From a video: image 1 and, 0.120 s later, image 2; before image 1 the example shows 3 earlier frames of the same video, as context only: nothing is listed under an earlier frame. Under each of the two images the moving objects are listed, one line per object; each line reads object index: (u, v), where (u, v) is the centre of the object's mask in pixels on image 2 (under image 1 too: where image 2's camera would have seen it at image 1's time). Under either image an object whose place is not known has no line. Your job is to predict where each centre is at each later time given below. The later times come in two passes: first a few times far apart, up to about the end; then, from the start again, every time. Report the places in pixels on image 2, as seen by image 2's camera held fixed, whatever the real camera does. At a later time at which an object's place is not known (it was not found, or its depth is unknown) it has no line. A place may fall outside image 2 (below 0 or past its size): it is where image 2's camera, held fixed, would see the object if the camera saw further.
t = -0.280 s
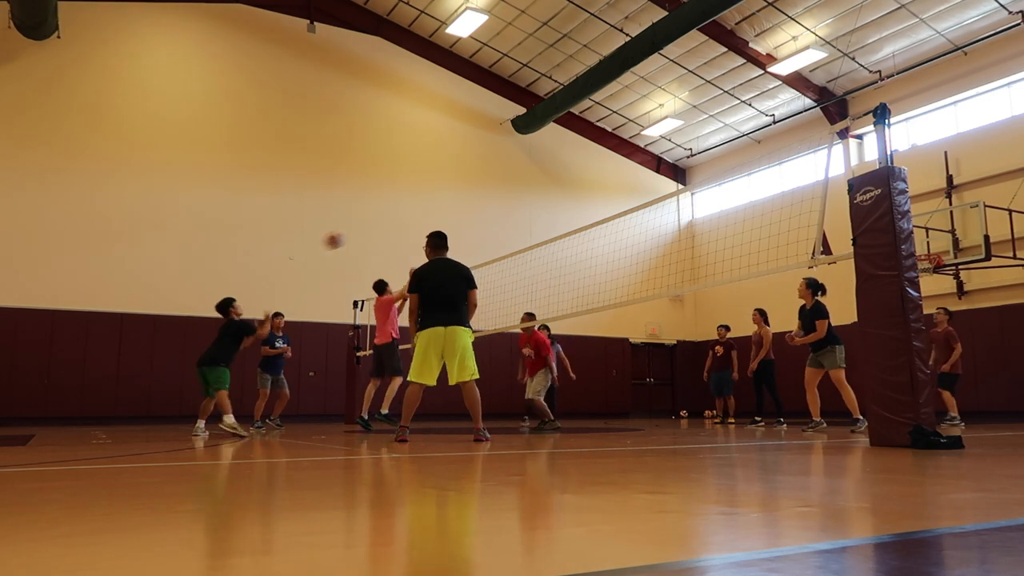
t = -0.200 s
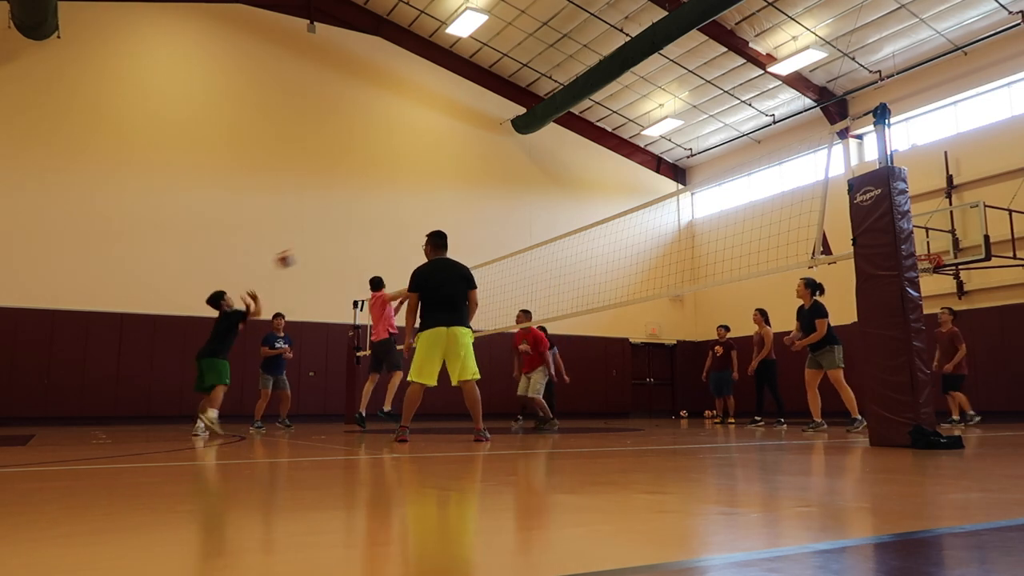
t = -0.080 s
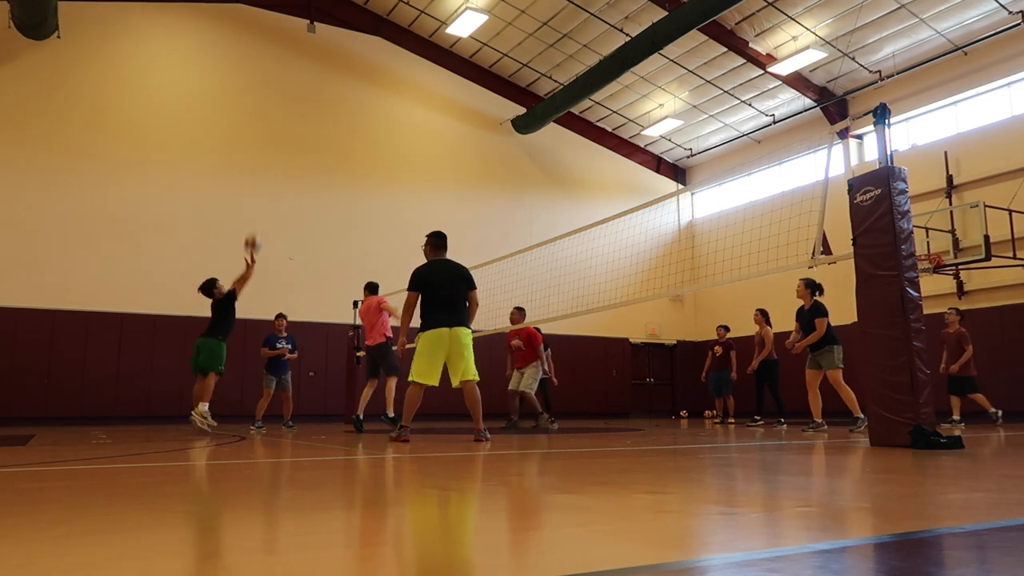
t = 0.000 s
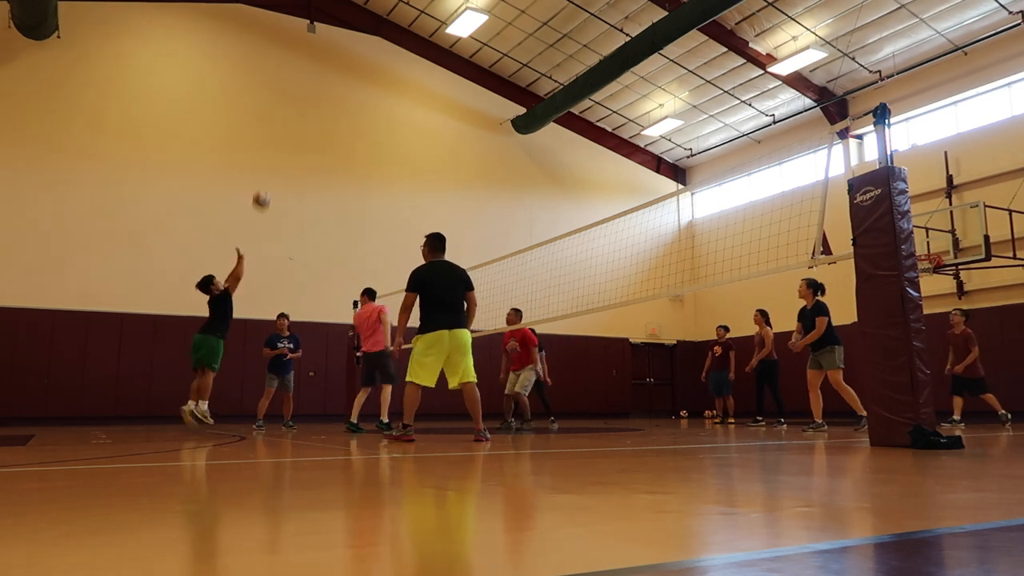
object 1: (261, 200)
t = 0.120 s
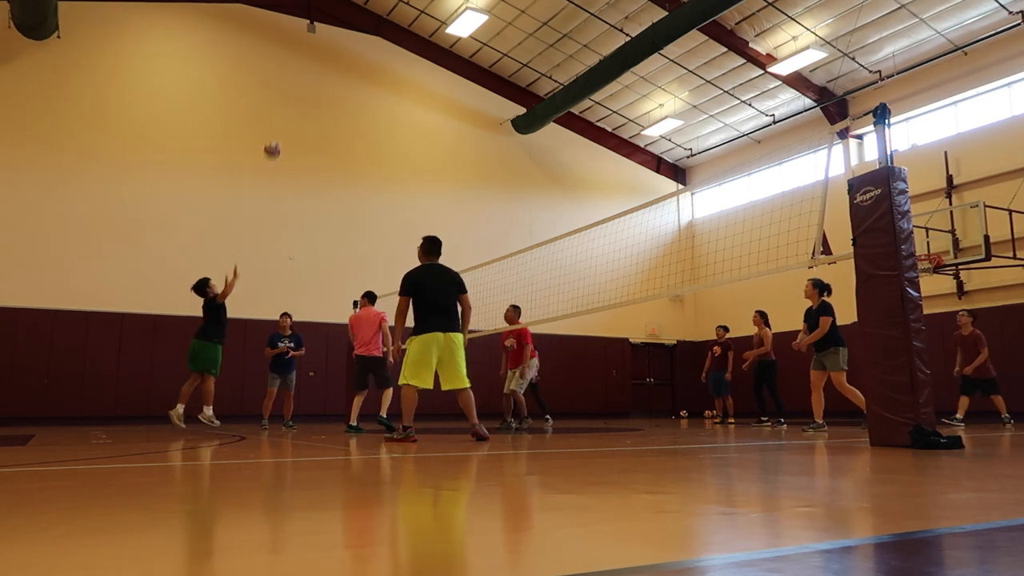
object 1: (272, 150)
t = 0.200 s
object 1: (279, 125)
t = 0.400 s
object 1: (296, 87)
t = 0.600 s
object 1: (310, 79)
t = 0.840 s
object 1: (325, 103)
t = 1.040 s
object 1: (335, 150)
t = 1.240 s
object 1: (343, 216)
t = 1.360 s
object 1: (347, 266)
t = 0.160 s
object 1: (276, 137)
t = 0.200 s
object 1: (279, 125)
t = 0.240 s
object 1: (283, 115)
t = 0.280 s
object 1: (286, 106)
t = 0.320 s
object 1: (290, 98)
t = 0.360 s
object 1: (293, 92)
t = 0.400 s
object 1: (296, 87)
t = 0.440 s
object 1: (299, 83)
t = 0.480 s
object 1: (302, 80)
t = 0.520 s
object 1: (305, 78)
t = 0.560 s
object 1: (308, 78)
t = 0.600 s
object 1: (310, 79)
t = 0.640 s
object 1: (313, 80)
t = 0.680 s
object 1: (316, 83)
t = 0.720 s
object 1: (318, 87)
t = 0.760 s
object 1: (321, 91)
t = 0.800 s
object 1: (323, 97)
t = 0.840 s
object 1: (325, 103)
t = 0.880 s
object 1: (327, 111)
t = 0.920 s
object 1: (329, 119)
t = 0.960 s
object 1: (331, 128)
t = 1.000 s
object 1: (333, 139)
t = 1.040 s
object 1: (335, 150)
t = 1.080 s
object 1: (337, 161)
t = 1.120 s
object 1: (338, 174)
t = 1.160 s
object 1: (340, 187)
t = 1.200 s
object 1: (341, 201)
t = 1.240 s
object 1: (343, 216)
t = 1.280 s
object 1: (344, 232)
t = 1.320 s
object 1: (345, 249)
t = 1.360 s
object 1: (347, 266)
